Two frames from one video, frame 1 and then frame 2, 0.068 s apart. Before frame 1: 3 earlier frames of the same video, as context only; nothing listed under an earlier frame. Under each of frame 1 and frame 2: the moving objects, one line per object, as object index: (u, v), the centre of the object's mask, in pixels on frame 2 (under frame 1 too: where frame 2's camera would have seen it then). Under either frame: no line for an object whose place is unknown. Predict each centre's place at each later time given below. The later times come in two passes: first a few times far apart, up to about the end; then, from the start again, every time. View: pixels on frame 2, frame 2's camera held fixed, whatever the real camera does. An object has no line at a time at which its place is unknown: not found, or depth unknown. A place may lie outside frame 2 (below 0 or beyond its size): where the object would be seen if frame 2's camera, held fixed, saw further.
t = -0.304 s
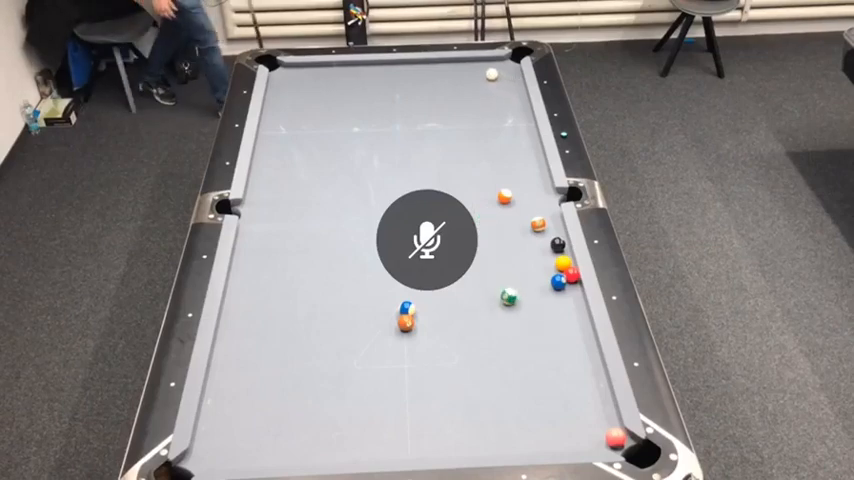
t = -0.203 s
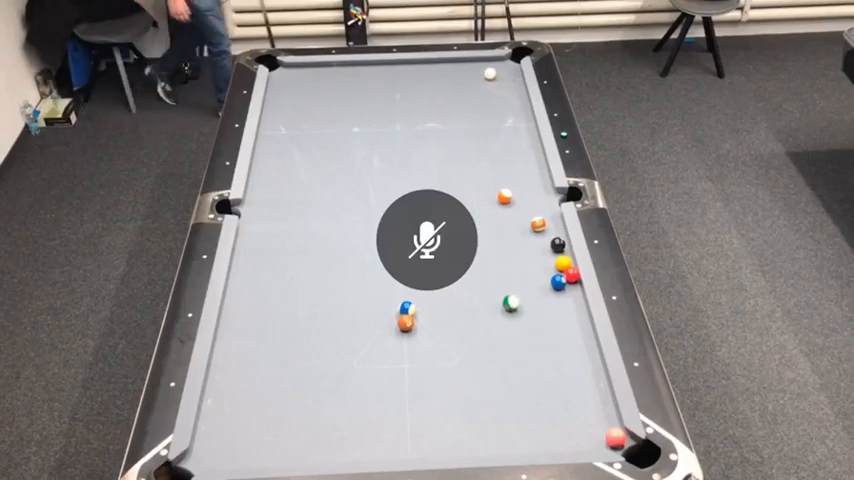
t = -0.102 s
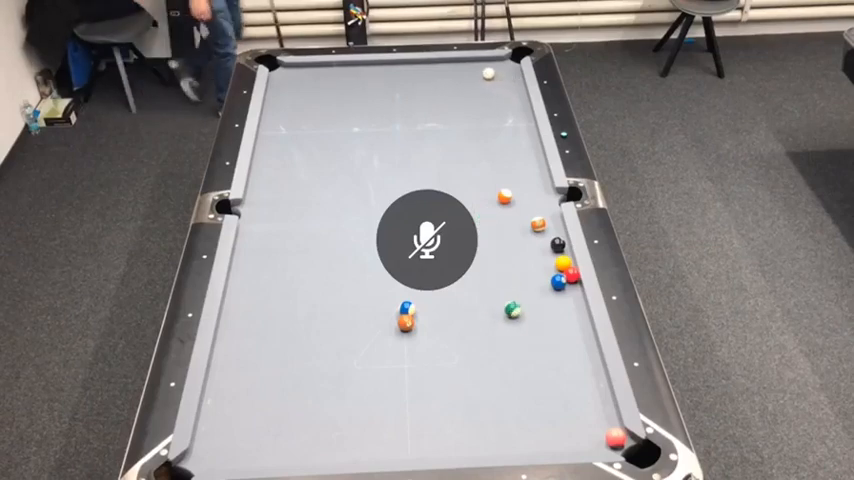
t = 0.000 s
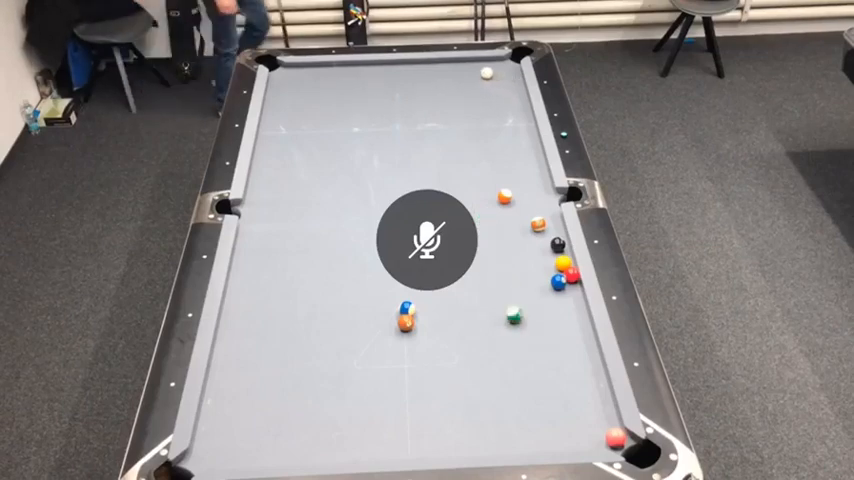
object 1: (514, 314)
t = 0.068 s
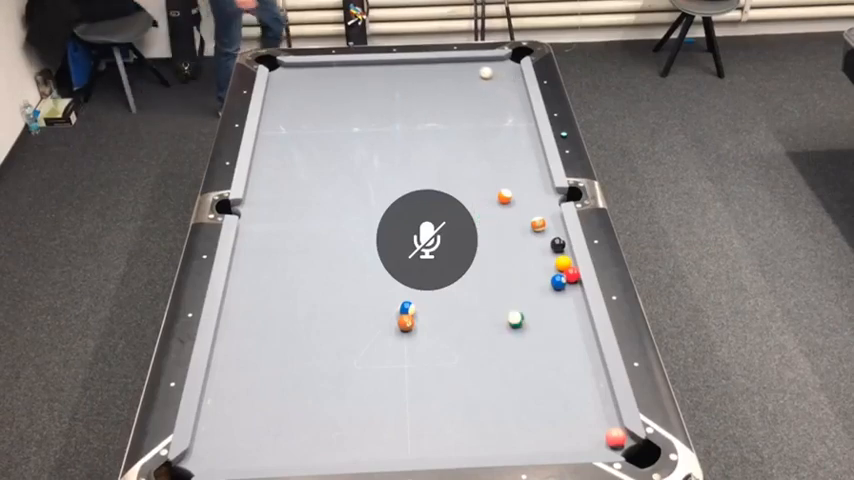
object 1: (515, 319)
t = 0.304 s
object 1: (520, 332)
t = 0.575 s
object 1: (525, 348)
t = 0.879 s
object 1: (531, 365)
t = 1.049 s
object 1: (535, 373)
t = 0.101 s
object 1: (516, 321)
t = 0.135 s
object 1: (517, 323)
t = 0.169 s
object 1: (518, 325)
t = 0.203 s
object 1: (518, 327)
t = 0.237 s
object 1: (519, 328)
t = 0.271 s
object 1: (519, 330)
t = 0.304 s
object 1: (520, 332)
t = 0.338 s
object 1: (521, 334)
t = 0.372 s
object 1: (521, 337)
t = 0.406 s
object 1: (522, 339)
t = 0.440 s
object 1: (523, 341)
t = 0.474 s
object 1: (523, 343)
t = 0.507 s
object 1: (524, 345)
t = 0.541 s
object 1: (524, 346)
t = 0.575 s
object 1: (525, 348)
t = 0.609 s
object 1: (525, 349)
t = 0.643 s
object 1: (526, 351)
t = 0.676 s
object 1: (527, 354)
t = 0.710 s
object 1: (528, 355)
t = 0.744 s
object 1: (528, 357)
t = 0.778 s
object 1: (529, 359)
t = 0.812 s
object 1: (530, 361)
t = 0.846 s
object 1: (530, 363)
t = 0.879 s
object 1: (531, 365)
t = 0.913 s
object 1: (532, 366)
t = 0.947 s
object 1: (533, 368)
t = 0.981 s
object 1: (533, 370)
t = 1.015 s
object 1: (534, 372)
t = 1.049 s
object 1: (535, 373)
